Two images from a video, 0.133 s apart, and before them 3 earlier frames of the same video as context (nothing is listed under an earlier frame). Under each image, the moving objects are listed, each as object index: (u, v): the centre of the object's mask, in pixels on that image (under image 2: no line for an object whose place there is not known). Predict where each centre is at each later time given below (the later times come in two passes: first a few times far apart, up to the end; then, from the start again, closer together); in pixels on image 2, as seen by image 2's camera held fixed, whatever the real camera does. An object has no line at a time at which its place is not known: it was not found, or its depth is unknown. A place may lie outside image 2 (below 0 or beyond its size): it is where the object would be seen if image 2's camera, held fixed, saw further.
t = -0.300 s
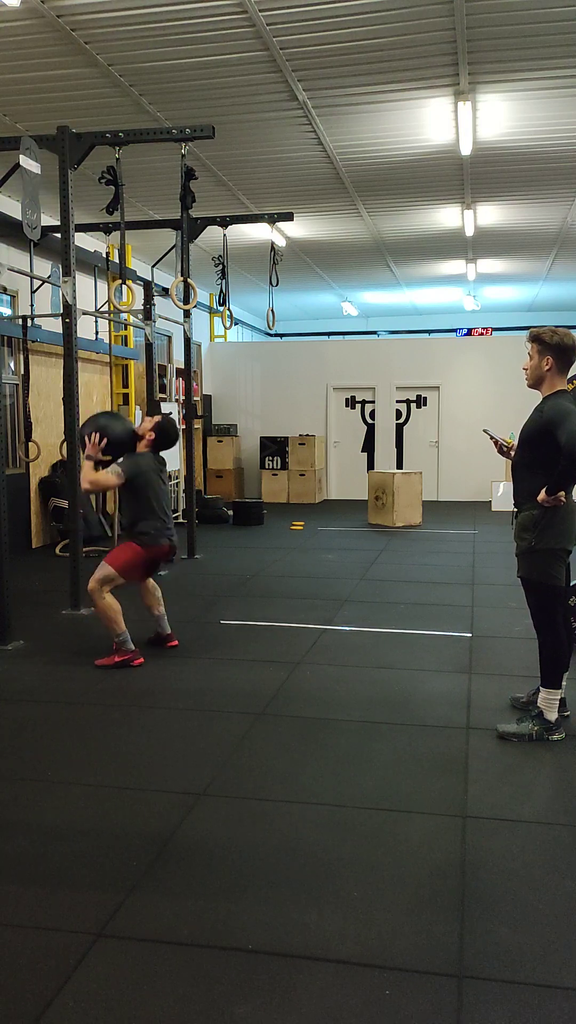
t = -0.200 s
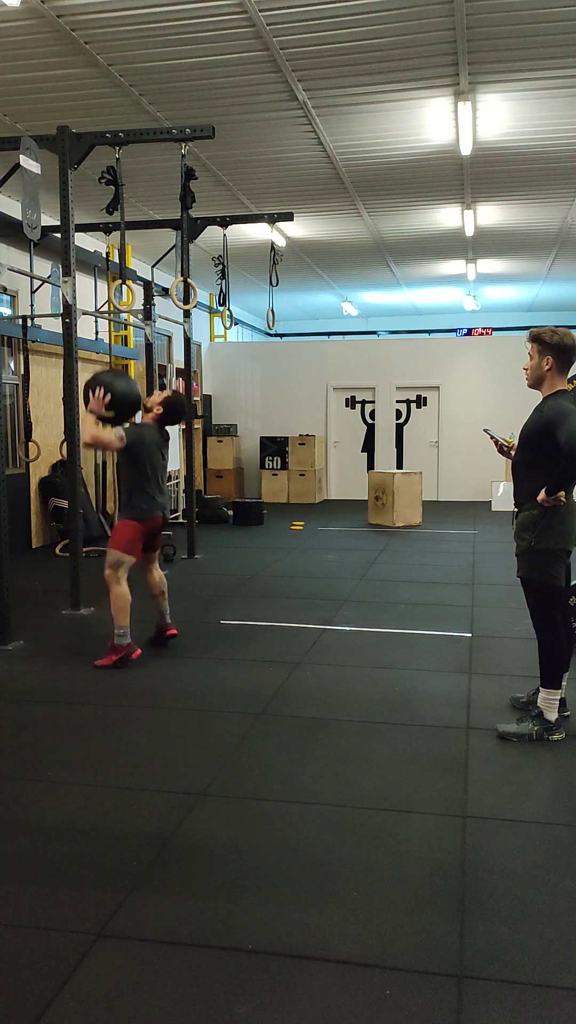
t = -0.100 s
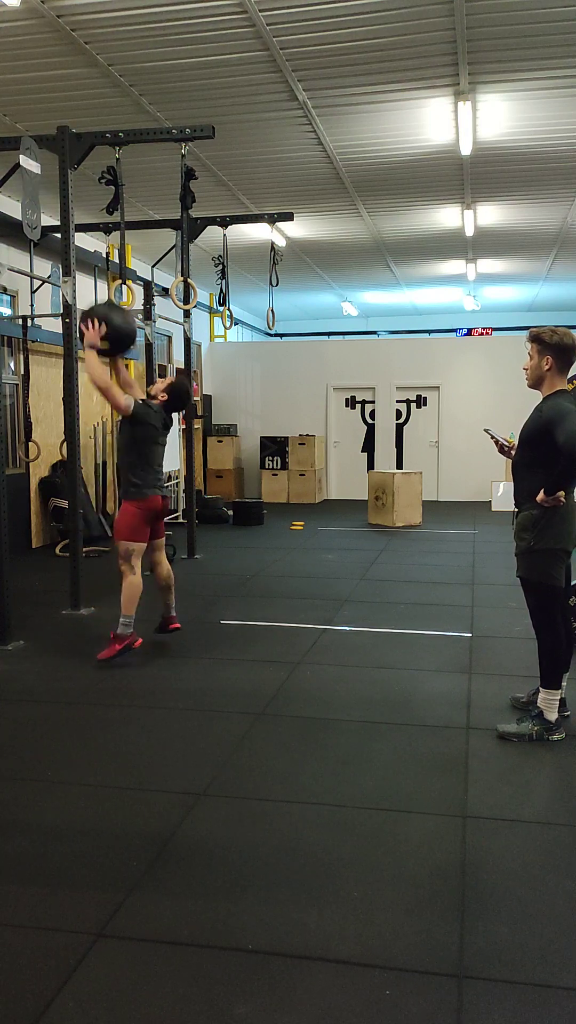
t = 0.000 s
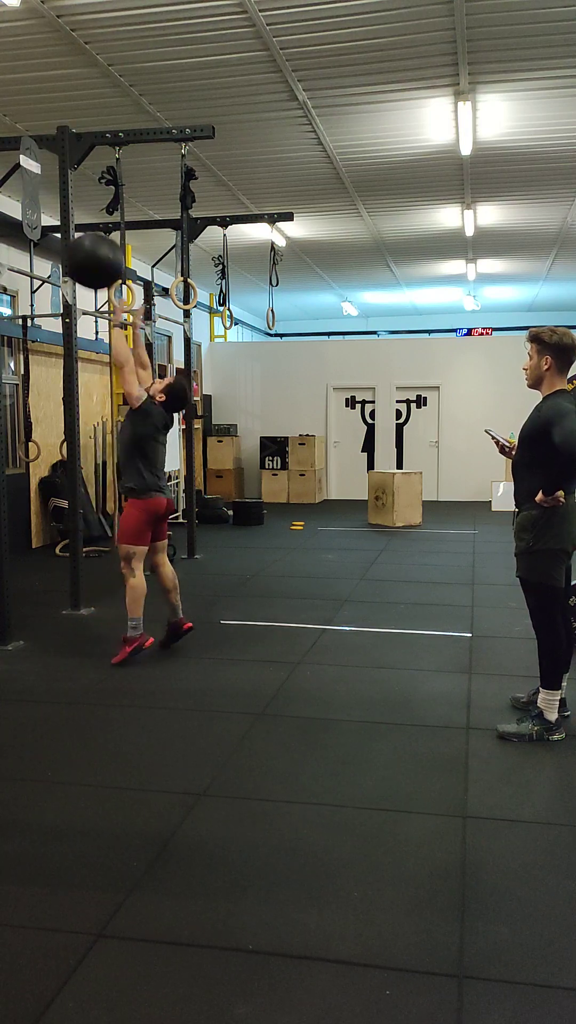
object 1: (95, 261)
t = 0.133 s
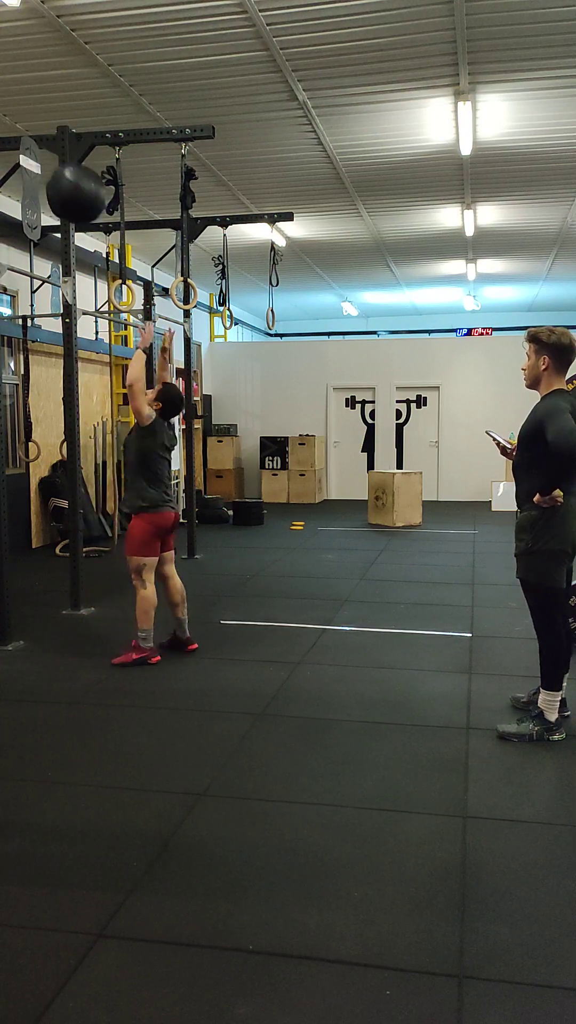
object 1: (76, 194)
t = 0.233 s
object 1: (63, 163)
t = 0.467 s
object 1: (58, 156)
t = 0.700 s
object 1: (81, 235)
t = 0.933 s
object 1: (106, 401)
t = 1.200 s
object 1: (130, 627)
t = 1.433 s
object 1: (132, 579)
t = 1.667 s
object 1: (136, 614)
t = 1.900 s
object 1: (131, 617)
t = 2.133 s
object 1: (125, 628)
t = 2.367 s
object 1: (121, 630)
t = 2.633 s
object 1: (121, 630)
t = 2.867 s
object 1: (122, 630)
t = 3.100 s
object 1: (122, 630)
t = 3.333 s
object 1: (122, 630)
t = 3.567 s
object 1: (123, 630)
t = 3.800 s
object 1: (123, 630)
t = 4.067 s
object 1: (123, 630)
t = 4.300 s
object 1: (123, 630)
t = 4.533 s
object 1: (123, 630)
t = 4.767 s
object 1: (123, 630)
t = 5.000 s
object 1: (123, 630)
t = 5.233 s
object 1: (123, 630)
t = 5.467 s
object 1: (123, 630)
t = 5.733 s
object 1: (123, 630)
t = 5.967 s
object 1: (123, 630)
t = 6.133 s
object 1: (123, 630)
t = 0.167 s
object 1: (72, 182)
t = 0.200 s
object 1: (67, 171)
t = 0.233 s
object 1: (63, 163)
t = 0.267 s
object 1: (58, 157)
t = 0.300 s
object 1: (54, 153)
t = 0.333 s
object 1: (51, 150)
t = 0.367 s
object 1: (51, 150)
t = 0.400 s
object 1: (52, 150)
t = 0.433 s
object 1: (55, 152)
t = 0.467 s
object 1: (58, 156)
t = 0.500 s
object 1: (61, 160)
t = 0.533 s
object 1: (64, 165)
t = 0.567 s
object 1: (68, 175)
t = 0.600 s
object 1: (71, 190)
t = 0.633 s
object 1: (74, 202)
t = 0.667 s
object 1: (78, 217)
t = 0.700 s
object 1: (81, 235)
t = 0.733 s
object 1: (84, 253)
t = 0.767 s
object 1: (87, 273)
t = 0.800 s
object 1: (91, 294)
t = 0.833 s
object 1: (95, 320)
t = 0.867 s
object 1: (99, 344)
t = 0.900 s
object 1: (102, 371)
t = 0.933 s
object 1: (106, 401)
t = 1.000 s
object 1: (113, 462)
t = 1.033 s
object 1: (117, 497)
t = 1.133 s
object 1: (128, 607)
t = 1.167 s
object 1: (130, 636)
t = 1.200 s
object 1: (130, 627)
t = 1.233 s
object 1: (131, 614)
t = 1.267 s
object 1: (131, 605)
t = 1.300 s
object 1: (131, 595)
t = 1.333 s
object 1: (131, 588)
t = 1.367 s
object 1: (131, 583)
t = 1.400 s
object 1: (132, 580)
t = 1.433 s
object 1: (132, 579)
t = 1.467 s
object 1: (132, 578)
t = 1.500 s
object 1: (133, 579)
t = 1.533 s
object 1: (134, 584)
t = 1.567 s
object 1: (134, 588)
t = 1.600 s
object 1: (134, 596)
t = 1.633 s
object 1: (135, 605)
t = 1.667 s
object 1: (136, 614)
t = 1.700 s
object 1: (136, 627)
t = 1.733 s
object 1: (136, 632)
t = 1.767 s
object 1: (135, 628)
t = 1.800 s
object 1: (134, 622)
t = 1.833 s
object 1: (133, 618)
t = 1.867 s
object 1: (132, 617)
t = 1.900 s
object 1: (131, 617)
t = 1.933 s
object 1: (130, 619)
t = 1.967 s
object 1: (129, 623)
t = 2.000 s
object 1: (128, 629)
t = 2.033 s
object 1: (127, 631)
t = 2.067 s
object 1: (126, 630)
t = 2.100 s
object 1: (125, 629)
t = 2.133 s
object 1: (125, 628)
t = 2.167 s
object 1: (123, 628)
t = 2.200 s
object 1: (123, 630)
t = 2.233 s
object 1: (122, 630)
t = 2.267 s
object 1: (122, 630)
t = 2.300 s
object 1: (122, 630)
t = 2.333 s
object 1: (121, 630)
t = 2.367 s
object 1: (121, 630)
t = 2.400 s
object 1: (121, 630)
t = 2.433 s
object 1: (121, 630)
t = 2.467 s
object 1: (121, 630)
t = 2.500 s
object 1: (121, 630)
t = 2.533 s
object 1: (121, 630)
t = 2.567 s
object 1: (121, 630)
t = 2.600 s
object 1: (121, 630)
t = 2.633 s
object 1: (121, 630)
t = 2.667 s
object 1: (122, 630)
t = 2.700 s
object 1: (122, 630)
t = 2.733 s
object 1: (122, 630)
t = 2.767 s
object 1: (122, 630)
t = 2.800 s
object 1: (122, 630)
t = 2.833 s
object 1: (122, 630)
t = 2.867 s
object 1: (122, 630)
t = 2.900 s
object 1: (122, 630)
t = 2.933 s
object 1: (122, 630)
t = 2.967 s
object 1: (122, 630)
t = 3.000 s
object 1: (122, 630)
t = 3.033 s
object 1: (122, 630)
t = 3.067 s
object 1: (122, 630)
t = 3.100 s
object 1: (122, 630)
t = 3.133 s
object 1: (122, 630)
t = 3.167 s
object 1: (122, 630)
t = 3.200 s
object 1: (122, 630)
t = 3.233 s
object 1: (123, 630)
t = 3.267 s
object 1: (123, 630)
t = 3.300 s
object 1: (122, 630)
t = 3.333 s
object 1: (122, 630)
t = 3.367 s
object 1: (122, 630)
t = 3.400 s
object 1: (122, 630)
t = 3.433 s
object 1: (122, 630)
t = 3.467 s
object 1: (123, 630)
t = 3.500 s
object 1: (122, 630)
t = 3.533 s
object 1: (123, 630)
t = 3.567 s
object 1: (123, 630)
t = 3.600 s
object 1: (123, 630)
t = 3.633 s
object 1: (123, 630)
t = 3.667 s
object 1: (123, 630)
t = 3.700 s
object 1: (123, 630)
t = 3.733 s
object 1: (123, 630)
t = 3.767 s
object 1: (122, 630)
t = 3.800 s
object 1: (123, 630)
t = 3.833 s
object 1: (122, 630)
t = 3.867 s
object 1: (123, 630)
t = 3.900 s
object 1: (122, 630)
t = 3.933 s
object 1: (123, 630)
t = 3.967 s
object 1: (123, 630)
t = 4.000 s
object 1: (123, 630)
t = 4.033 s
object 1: (122, 630)
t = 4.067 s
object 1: (123, 630)
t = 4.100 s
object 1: (123, 630)
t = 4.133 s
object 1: (123, 630)
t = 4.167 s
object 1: (122, 630)
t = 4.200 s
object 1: (122, 630)
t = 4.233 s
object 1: (122, 630)
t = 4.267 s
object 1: (122, 630)
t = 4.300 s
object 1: (123, 630)
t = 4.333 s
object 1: (123, 630)
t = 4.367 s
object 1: (123, 630)
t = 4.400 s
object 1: (123, 630)
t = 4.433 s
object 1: (122, 630)
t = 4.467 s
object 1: (123, 630)
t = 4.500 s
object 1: (122, 630)
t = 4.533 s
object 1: (123, 630)
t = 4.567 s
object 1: (123, 630)
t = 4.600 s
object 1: (123, 630)
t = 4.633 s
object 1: (123, 630)
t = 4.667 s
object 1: (123, 630)
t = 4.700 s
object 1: (123, 630)
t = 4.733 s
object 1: (123, 630)
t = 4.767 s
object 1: (123, 630)
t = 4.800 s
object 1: (123, 630)
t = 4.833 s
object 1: (123, 630)
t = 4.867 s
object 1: (123, 630)
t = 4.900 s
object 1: (123, 630)
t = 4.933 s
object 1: (123, 630)
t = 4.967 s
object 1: (123, 630)
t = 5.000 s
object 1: (123, 630)
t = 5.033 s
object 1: (123, 630)
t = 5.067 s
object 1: (123, 630)
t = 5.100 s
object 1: (123, 630)
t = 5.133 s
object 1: (123, 630)
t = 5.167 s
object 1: (123, 630)
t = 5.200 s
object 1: (123, 630)
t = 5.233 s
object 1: (123, 630)
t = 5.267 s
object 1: (123, 630)
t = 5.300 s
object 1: (123, 630)
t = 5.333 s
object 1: (123, 630)
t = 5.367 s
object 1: (123, 630)
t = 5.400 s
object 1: (123, 630)
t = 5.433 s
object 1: (123, 630)
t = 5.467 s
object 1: (123, 630)
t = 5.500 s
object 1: (123, 630)
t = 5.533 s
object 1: (123, 630)
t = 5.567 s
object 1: (123, 630)
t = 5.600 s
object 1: (122, 630)
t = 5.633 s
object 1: (122, 630)
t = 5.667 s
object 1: (122, 630)
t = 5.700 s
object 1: (123, 630)
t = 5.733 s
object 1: (123, 630)
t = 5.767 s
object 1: (123, 630)
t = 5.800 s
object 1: (123, 630)
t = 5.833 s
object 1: (122, 630)
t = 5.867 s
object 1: (122, 630)
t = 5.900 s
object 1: (123, 630)
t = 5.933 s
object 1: (123, 630)
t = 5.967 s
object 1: (123, 630)
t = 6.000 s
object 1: (123, 630)
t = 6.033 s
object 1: (123, 630)
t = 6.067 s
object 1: (123, 630)
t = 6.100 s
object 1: (123, 630)
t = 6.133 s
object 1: (123, 630)
